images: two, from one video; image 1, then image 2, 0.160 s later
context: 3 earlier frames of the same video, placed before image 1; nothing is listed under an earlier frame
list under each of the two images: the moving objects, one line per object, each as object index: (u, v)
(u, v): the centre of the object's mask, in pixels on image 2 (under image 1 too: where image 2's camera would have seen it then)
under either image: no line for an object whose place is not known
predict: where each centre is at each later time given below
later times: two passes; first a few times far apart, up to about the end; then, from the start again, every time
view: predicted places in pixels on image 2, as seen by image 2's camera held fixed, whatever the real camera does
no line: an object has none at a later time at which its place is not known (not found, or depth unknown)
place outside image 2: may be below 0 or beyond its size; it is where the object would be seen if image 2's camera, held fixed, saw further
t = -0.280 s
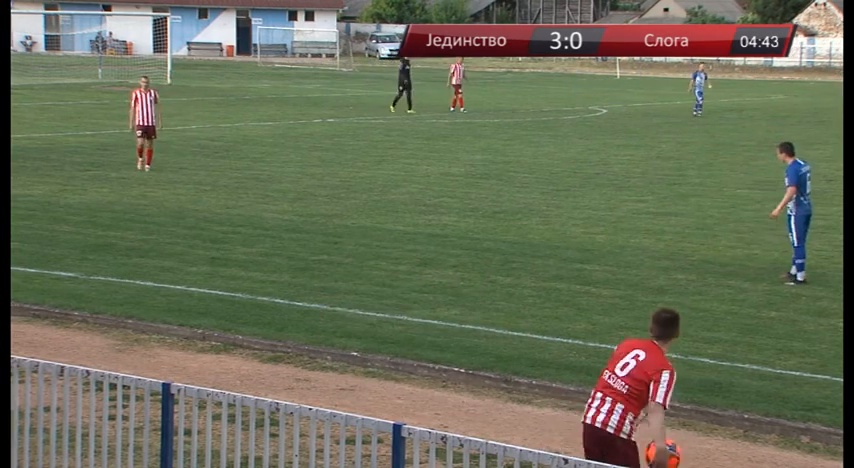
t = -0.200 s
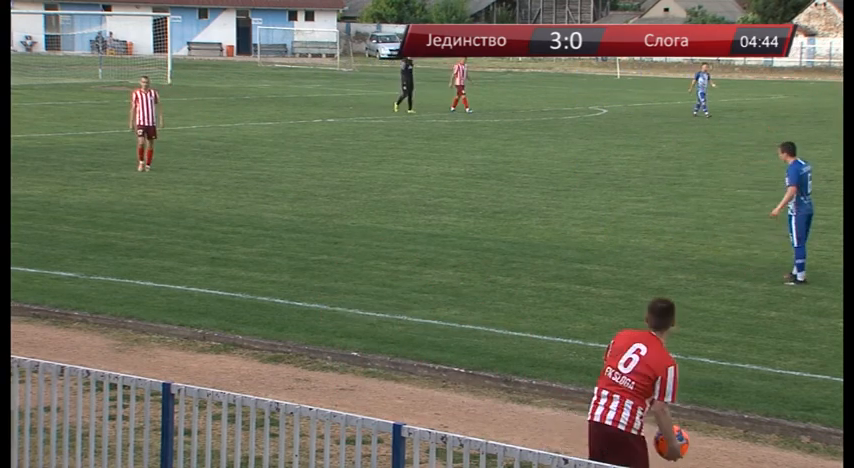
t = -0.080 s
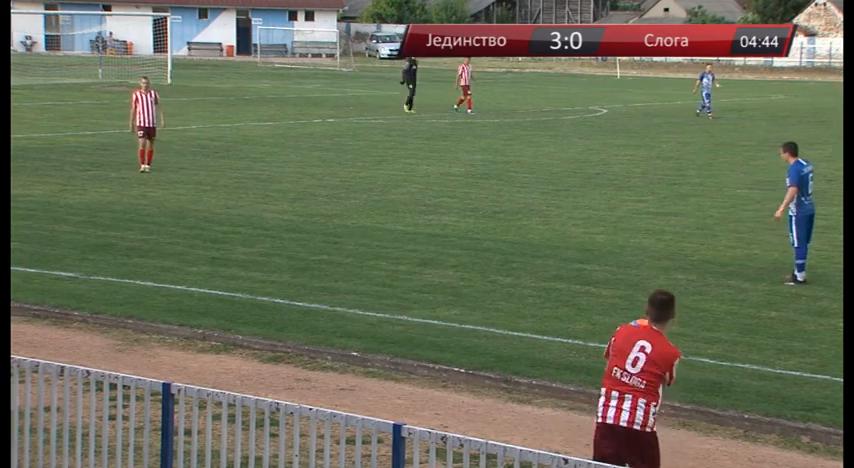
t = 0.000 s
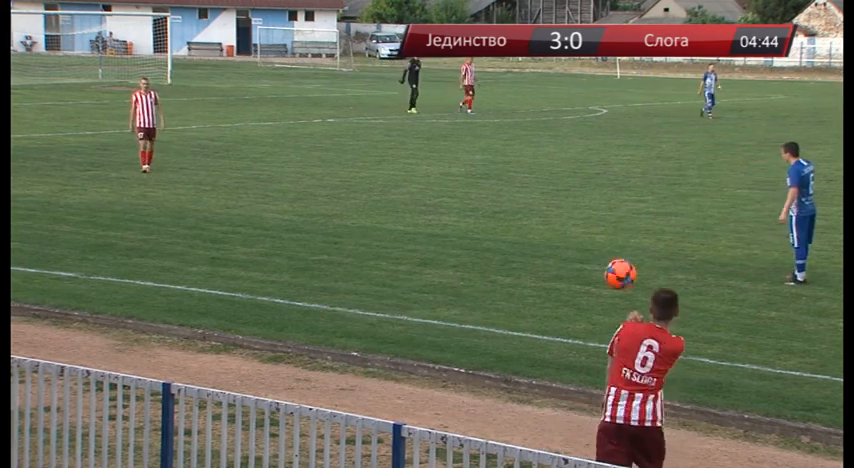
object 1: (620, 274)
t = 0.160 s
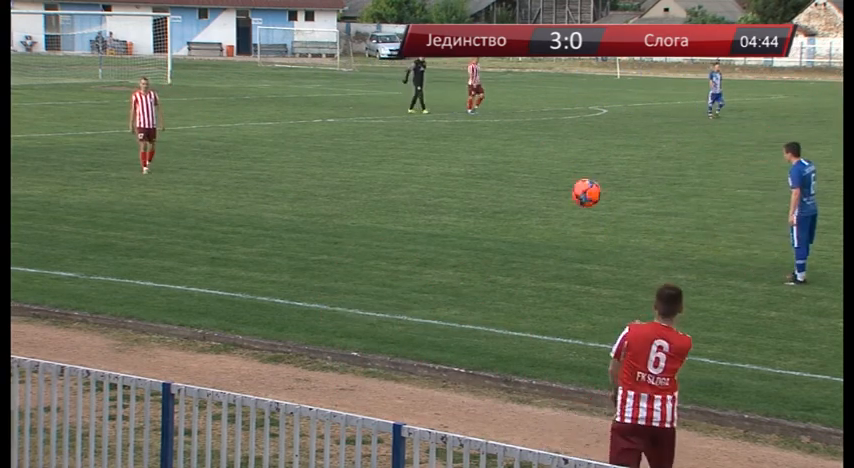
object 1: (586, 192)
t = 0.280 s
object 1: (565, 161)
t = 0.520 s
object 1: (532, 157)
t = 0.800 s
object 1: (502, 226)
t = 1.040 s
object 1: (488, 289)
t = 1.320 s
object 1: (494, 201)
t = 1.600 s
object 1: (499, 189)
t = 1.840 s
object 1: (503, 227)
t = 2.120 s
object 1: (506, 222)
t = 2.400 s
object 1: (510, 214)
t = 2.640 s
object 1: (512, 225)
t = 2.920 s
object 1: (509, 218)
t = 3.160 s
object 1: (507, 216)
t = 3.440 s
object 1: (503, 212)
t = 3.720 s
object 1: (498, 208)
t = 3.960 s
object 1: (495, 204)
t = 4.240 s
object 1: (492, 201)
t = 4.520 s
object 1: (490, 198)
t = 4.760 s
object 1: (490, 196)
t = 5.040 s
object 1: (488, 194)
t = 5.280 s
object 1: (486, 193)
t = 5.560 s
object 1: (484, 192)
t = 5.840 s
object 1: (483, 191)
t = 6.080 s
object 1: (482, 191)
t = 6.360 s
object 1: (482, 192)
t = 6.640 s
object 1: (480, 192)
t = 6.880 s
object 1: (480, 192)
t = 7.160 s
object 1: (480, 192)
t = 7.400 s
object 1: (480, 192)
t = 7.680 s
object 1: (480, 192)
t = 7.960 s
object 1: (480, 192)
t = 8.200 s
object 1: (480, 192)
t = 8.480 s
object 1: (480, 192)
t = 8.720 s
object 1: (480, 192)
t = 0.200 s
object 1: (579, 179)
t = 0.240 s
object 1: (572, 169)
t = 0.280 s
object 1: (565, 161)
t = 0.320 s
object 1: (559, 156)
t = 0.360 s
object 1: (553, 151)
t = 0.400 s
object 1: (547, 150)
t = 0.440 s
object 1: (542, 151)
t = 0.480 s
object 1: (537, 153)
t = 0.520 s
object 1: (532, 157)
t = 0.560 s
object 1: (527, 163)
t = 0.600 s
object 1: (523, 170)
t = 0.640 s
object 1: (519, 179)
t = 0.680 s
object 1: (514, 188)
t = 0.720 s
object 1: (511, 200)
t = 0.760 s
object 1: (507, 212)
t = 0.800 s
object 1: (502, 226)
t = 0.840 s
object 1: (499, 241)
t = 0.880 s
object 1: (496, 257)
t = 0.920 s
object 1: (493, 274)
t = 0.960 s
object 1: (490, 292)
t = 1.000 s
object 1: (487, 307)
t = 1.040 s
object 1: (488, 289)
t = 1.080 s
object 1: (489, 271)
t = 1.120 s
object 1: (490, 256)
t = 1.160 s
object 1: (490, 242)
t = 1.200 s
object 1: (491, 229)
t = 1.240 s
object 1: (493, 218)
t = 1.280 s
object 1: (493, 209)
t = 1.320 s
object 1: (494, 201)
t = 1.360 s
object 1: (495, 195)
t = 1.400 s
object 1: (496, 191)
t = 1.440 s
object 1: (496, 188)
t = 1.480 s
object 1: (497, 186)
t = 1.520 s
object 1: (498, 185)
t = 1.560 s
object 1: (498, 186)
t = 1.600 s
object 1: (499, 189)
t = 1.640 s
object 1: (500, 192)
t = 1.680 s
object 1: (500, 197)
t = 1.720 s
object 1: (501, 203)
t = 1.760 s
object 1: (501, 210)
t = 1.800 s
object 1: (502, 218)
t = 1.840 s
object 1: (503, 227)
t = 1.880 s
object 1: (503, 238)
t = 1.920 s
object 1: (503, 250)
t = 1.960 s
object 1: (503, 254)
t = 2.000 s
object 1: (504, 245)
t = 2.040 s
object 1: (505, 236)
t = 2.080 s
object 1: (506, 228)
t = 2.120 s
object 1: (506, 222)
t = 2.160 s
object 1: (506, 217)
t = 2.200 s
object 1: (507, 214)
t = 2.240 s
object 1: (508, 212)
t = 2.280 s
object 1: (508, 210)
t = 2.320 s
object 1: (509, 210)
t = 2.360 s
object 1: (509, 212)
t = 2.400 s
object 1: (510, 214)
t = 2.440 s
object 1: (510, 217)
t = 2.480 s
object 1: (511, 221)
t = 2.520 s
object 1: (511, 227)
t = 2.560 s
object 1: (512, 233)
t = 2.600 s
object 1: (511, 230)
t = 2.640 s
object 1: (512, 225)
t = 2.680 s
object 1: (511, 220)
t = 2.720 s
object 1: (511, 217)
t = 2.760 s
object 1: (511, 215)
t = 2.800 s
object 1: (511, 214)
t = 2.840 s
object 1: (510, 214)
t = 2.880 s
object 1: (510, 215)
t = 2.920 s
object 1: (509, 218)
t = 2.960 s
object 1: (509, 221)
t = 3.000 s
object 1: (509, 222)
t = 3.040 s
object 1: (508, 219)
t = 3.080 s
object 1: (507, 217)
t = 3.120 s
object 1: (507, 216)
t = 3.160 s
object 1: (507, 216)
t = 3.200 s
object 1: (506, 216)
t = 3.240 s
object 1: (506, 217)
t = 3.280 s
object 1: (504, 216)
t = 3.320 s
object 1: (504, 214)
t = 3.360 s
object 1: (504, 212)
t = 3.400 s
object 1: (503, 212)
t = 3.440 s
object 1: (503, 212)
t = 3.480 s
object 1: (502, 212)
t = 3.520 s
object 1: (501, 211)
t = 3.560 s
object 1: (500, 210)
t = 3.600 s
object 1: (500, 209)
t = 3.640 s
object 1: (500, 209)
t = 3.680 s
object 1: (499, 209)
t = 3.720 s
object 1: (498, 208)
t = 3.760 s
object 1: (497, 207)
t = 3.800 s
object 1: (496, 207)
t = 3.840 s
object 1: (496, 206)
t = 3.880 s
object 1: (496, 205)
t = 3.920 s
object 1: (495, 205)
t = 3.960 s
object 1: (495, 204)
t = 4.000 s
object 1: (494, 204)
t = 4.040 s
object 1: (494, 203)
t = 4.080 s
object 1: (493, 203)
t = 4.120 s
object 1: (493, 202)
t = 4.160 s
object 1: (493, 202)
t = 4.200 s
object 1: (493, 202)
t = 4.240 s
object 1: (492, 201)
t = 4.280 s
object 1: (492, 200)
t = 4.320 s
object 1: (492, 199)
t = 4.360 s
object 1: (491, 200)
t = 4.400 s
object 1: (491, 199)
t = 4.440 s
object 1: (491, 199)
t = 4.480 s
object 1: (490, 199)
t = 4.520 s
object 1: (490, 198)
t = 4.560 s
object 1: (490, 198)
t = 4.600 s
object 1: (490, 198)
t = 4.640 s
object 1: (490, 197)
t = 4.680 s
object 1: (490, 197)
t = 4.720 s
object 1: (490, 196)
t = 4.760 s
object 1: (490, 196)
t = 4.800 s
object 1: (489, 196)
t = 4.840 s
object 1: (489, 195)
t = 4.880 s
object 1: (489, 195)
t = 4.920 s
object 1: (489, 195)
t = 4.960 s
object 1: (488, 195)
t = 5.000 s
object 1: (488, 194)
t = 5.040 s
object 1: (488, 194)
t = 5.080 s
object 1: (488, 194)
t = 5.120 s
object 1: (487, 193)
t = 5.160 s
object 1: (487, 193)
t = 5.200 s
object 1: (487, 193)
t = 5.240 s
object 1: (487, 193)
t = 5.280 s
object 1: (486, 193)
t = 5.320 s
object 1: (486, 193)
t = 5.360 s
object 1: (486, 193)
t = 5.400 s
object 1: (485, 192)
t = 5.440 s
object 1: (485, 192)
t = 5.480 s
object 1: (485, 192)
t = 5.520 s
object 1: (484, 192)
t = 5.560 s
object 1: (484, 192)
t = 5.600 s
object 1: (484, 192)
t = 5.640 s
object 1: (484, 192)
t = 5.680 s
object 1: (484, 192)
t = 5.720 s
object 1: (484, 191)
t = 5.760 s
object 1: (484, 191)
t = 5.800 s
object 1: (483, 191)
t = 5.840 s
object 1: (483, 191)
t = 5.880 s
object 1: (483, 191)
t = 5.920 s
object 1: (483, 191)
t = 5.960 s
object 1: (483, 191)
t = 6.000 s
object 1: (482, 191)
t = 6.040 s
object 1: (482, 191)
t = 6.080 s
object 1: (482, 191)
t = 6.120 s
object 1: (482, 191)
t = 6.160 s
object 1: (482, 191)
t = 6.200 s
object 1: (482, 191)
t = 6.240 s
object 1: (482, 191)
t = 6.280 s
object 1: (482, 191)
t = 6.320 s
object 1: (482, 191)
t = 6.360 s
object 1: (482, 192)
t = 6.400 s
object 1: (481, 192)
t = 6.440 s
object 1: (481, 192)
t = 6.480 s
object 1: (481, 192)
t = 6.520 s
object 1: (481, 192)
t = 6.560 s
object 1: (481, 192)
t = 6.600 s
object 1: (481, 192)
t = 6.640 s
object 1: (480, 192)
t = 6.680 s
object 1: (480, 192)
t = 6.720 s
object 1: (480, 192)
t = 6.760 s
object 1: (480, 192)
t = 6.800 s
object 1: (480, 192)
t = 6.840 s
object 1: (480, 192)
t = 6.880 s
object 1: (480, 192)
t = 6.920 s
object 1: (480, 192)
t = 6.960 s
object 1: (480, 192)
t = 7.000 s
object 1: (480, 192)
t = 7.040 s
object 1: (480, 192)
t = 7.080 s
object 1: (480, 192)
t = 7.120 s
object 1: (480, 192)
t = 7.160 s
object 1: (480, 192)
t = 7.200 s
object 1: (480, 192)
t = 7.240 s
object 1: (480, 192)
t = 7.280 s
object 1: (480, 192)
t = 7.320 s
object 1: (480, 192)
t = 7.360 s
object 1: (480, 192)
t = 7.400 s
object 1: (480, 192)
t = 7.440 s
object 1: (480, 192)
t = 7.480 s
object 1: (480, 192)
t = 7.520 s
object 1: (480, 192)
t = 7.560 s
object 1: (480, 192)
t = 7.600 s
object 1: (480, 192)
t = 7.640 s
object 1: (480, 192)
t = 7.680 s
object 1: (480, 192)
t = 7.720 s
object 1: (480, 192)
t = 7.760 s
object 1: (480, 192)
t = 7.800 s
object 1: (480, 192)
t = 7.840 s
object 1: (480, 192)
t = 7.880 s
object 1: (480, 192)
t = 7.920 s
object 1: (480, 192)
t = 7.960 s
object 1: (480, 192)
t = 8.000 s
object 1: (480, 192)
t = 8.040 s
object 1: (480, 192)
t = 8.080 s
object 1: (480, 192)
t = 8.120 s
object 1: (480, 192)
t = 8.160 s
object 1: (480, 192)
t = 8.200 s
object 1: (480, 192)
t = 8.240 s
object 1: (480, 192)
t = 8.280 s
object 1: (480, 192)
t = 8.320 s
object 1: (480, 192)
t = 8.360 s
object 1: (480, 192)
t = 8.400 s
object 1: (480, 192)
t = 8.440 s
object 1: (480, 192)
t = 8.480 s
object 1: (480, 192)
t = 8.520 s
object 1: (480, 192)
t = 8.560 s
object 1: (480, 192)
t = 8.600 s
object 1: (480, 192)
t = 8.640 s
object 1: (480, 192)
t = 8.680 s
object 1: (480, 192)
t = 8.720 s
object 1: (480, 192)
